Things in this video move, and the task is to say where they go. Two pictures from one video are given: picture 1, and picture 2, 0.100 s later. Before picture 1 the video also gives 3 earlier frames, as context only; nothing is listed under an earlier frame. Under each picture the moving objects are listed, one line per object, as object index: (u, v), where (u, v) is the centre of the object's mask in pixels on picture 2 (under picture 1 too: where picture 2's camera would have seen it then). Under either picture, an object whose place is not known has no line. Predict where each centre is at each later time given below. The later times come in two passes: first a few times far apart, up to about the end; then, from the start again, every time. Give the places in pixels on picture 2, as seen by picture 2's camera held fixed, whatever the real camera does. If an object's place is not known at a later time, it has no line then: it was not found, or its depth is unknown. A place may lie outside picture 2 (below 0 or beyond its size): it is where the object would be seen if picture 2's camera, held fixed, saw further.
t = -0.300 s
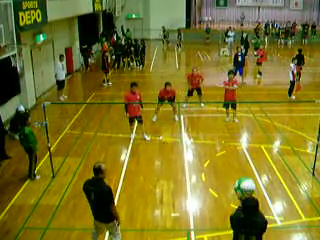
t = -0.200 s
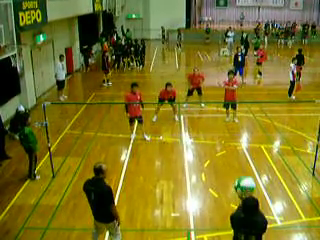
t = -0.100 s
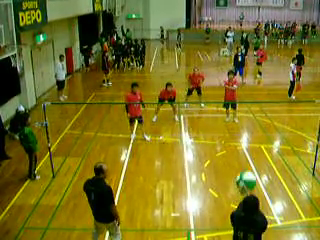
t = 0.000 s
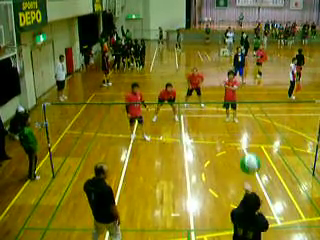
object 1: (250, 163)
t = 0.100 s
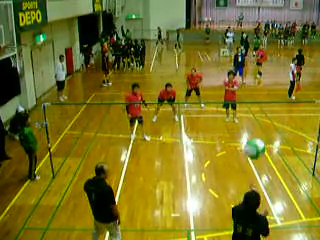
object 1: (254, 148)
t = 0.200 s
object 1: (258, 138)
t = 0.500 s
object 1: (266, 142)
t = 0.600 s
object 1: (267, 154)
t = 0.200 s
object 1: (258, 138)
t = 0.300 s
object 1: (262, 135)
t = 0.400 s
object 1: (264, 136)
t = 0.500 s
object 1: (266, 142)
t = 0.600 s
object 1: (267, 154)
